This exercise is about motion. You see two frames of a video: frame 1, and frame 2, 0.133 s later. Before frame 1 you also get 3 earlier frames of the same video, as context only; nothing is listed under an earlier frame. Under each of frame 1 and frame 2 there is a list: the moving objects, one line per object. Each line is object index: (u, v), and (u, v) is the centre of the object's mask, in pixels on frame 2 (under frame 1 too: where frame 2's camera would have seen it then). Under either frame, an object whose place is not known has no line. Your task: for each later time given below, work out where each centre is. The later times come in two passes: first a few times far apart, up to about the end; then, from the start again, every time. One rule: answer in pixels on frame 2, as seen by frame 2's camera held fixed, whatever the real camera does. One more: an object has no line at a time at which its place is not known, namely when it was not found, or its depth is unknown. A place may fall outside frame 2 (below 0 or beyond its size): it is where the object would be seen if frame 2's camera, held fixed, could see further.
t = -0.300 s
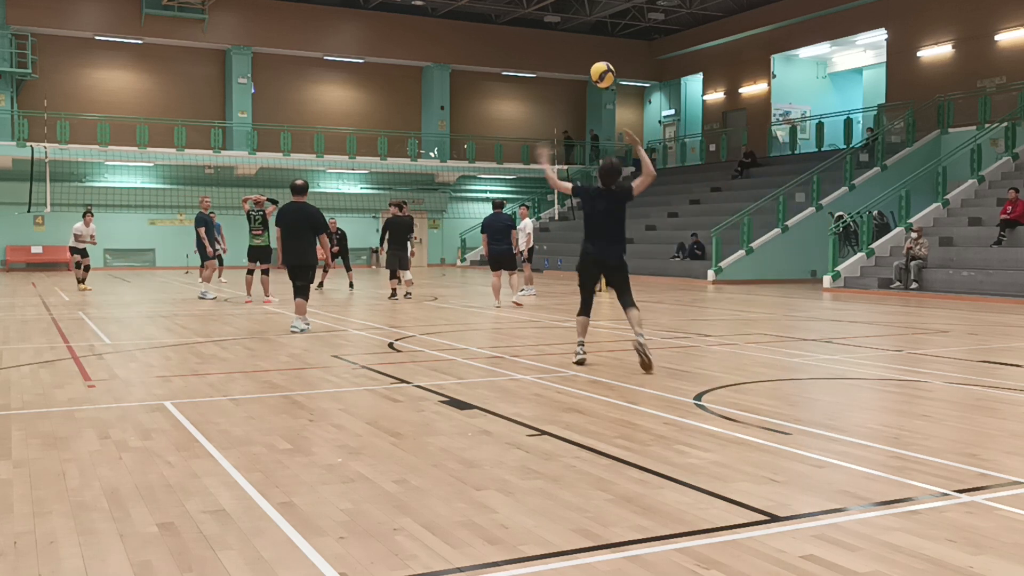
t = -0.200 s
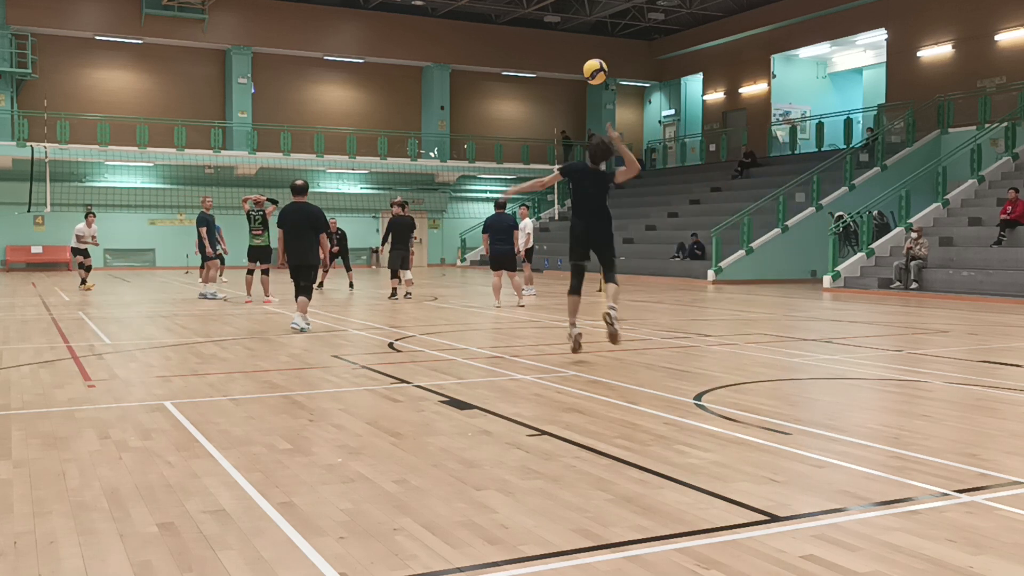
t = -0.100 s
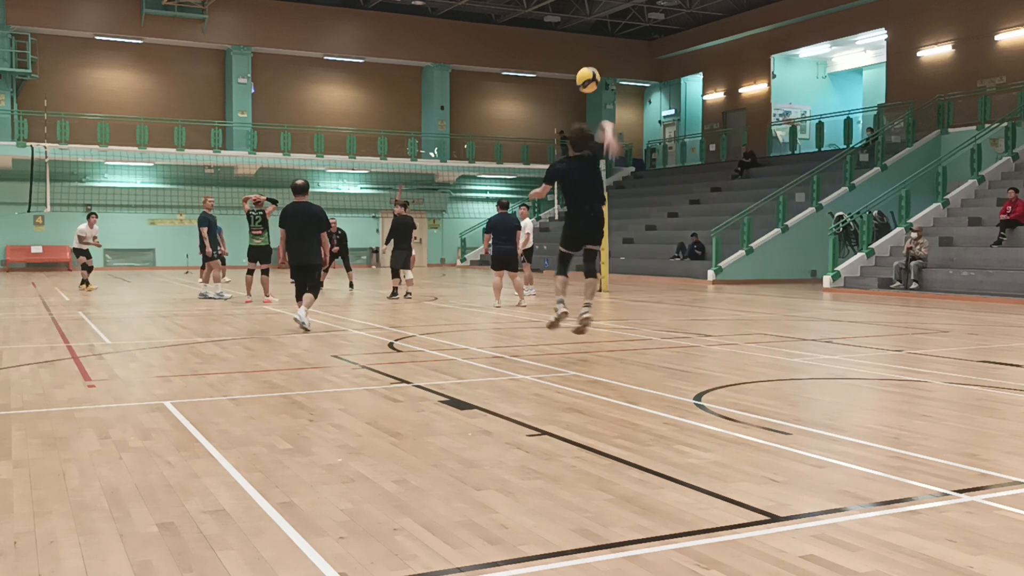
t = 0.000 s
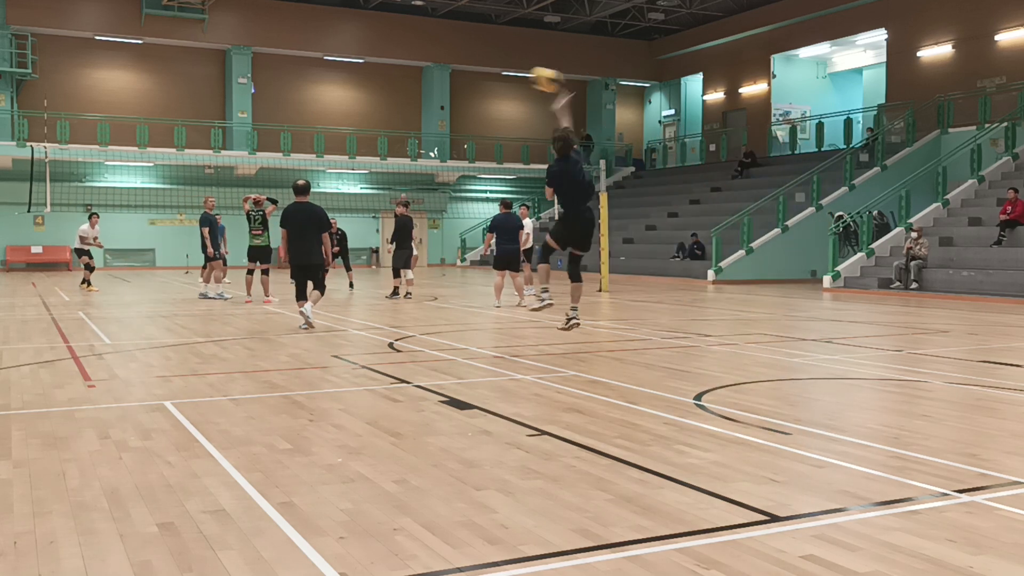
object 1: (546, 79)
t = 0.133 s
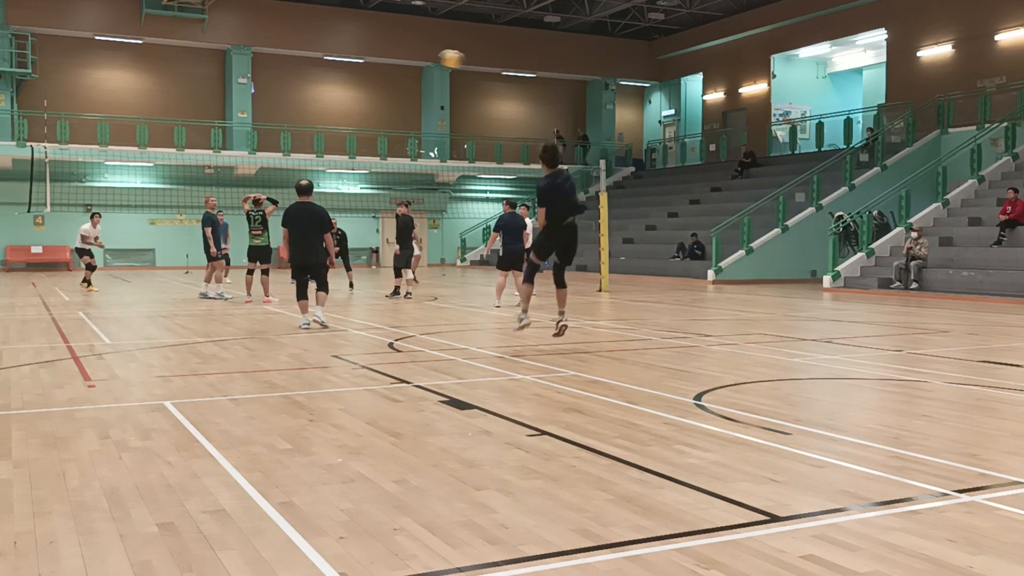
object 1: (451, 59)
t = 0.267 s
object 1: (390, 59)
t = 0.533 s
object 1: (311, 92)
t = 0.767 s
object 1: (271, 134)
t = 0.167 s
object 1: (434, 58)
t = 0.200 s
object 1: (418, 57)
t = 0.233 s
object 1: (404, 57)
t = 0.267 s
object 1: (390, 59)
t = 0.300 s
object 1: (377, 61)
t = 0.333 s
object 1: (367, 64)
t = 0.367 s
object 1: (356, 68)
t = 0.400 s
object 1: (347, 72)
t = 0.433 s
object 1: (337, 76)
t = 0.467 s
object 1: (328, 81)
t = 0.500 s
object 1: (319, 86)
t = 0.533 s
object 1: (311, 92)
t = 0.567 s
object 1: (304, 97)
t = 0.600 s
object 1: (297, 103)
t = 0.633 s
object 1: (290, 109)
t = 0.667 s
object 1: (285, 116)
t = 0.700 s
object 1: (280, 122)
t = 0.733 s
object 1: (275, 128)
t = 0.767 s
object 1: (271, 134)
